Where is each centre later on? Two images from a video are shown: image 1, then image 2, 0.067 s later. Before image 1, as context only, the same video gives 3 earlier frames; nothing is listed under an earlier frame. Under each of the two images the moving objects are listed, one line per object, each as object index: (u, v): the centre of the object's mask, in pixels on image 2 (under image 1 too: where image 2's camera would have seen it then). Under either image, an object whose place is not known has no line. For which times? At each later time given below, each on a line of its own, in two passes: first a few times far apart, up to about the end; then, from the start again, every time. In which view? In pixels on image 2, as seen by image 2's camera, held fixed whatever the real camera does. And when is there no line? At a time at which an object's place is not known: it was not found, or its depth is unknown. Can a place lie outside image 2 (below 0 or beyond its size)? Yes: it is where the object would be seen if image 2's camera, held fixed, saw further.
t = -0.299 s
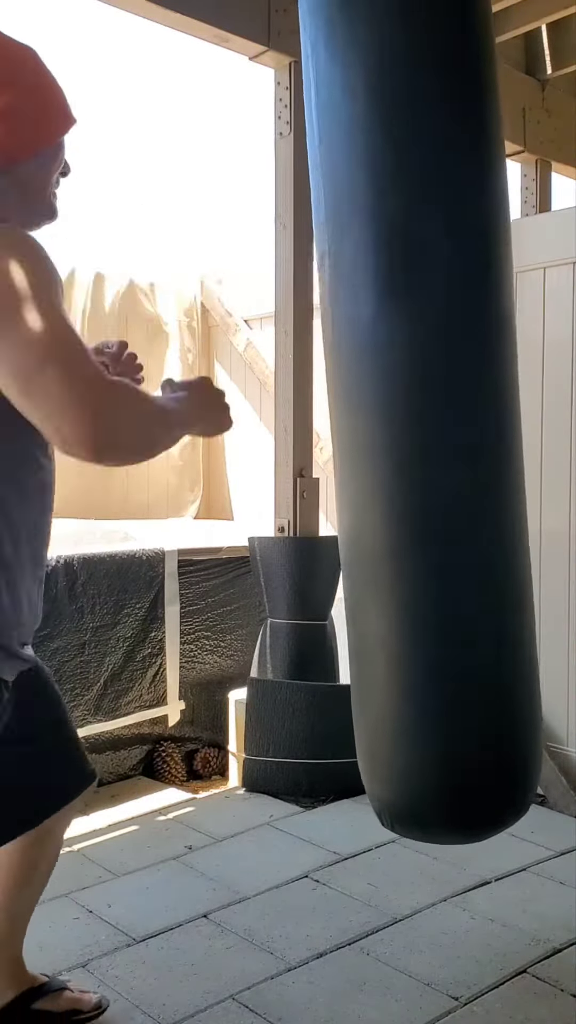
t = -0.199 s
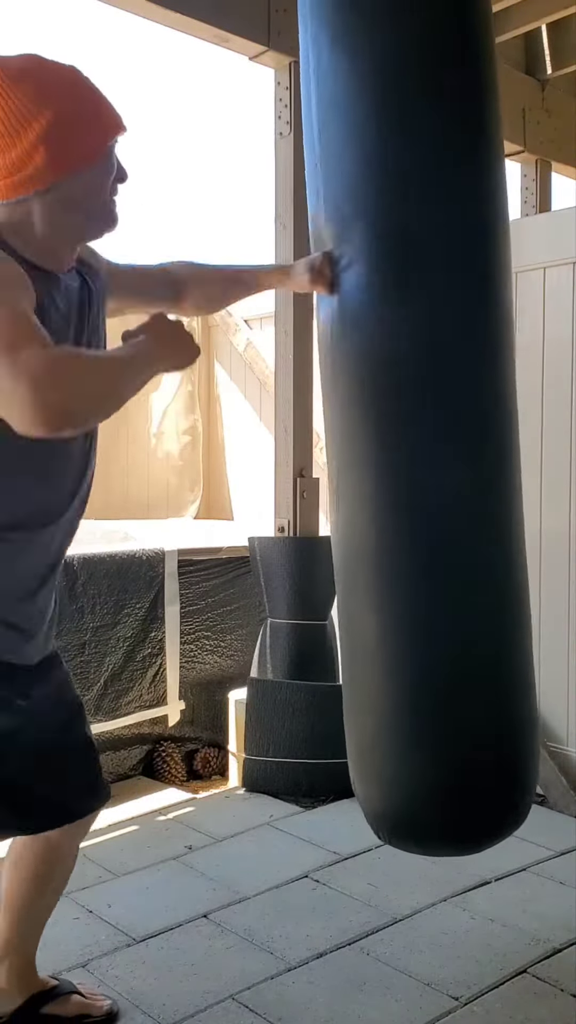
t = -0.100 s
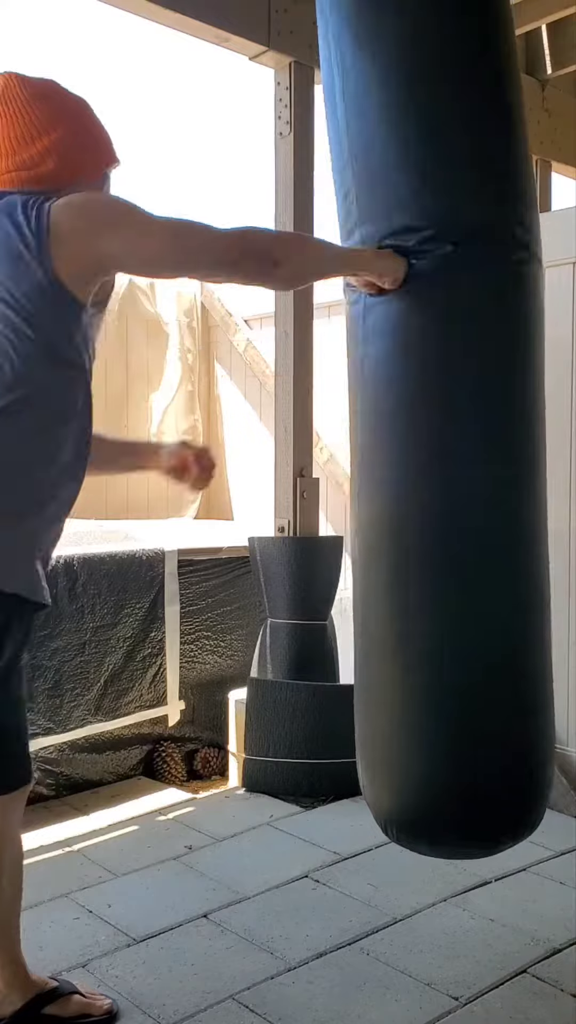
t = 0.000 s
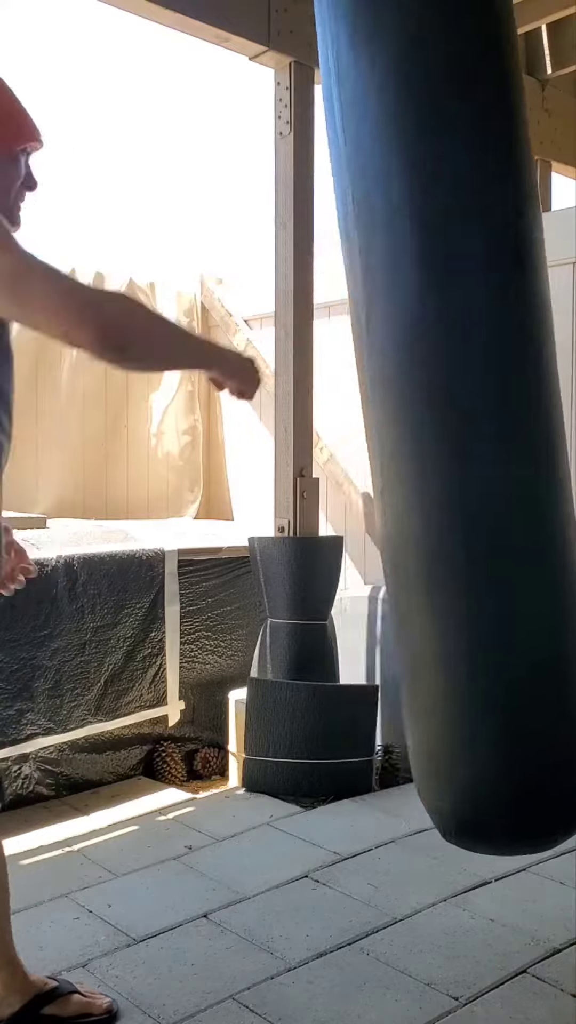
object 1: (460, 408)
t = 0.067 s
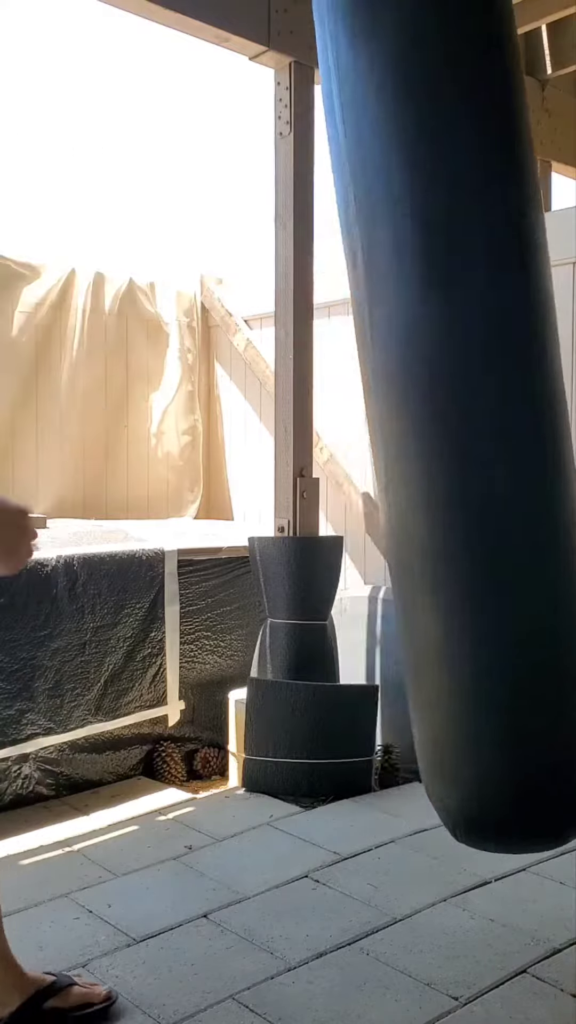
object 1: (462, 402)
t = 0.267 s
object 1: (425, 430)
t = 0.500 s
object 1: (310, 442)
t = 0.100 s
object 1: (462, 408)
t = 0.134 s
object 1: (462, 414)
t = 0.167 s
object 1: (456, 420)
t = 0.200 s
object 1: (447, 422)
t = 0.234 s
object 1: (436, 426)
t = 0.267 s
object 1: (425, 430)
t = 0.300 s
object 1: (411, 432)
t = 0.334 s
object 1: (394, 435)
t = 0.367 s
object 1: (376, 437)
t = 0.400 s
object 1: (359, 437)
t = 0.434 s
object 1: (342, 439)
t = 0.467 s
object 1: (326, 441)
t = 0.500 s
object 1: (310, 442)
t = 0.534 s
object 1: (295, 440)
